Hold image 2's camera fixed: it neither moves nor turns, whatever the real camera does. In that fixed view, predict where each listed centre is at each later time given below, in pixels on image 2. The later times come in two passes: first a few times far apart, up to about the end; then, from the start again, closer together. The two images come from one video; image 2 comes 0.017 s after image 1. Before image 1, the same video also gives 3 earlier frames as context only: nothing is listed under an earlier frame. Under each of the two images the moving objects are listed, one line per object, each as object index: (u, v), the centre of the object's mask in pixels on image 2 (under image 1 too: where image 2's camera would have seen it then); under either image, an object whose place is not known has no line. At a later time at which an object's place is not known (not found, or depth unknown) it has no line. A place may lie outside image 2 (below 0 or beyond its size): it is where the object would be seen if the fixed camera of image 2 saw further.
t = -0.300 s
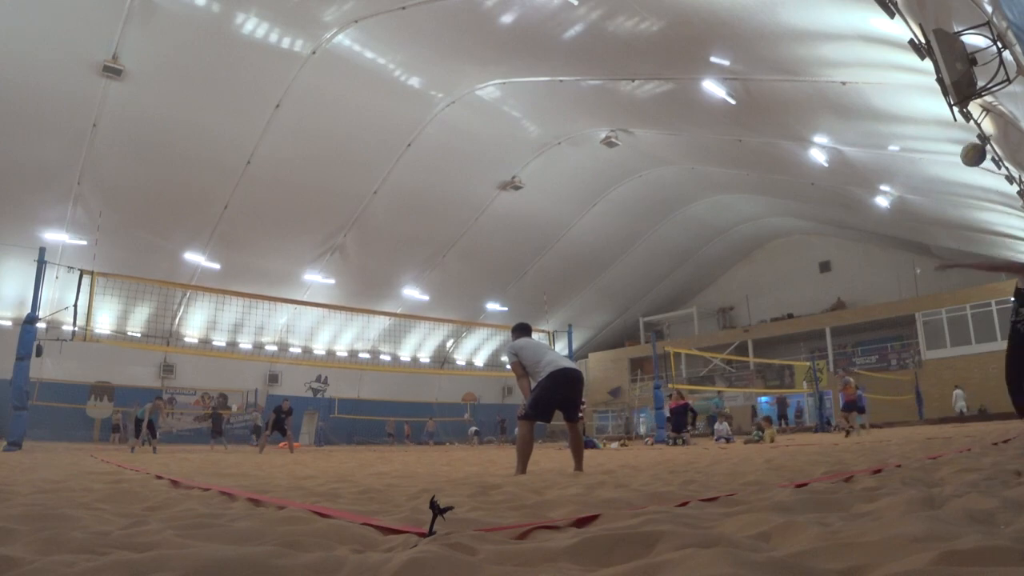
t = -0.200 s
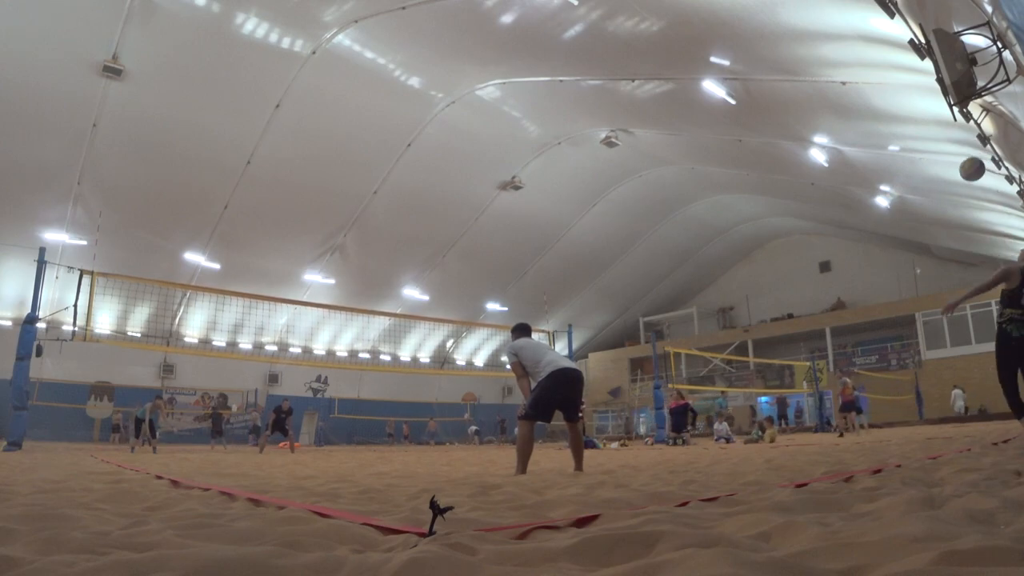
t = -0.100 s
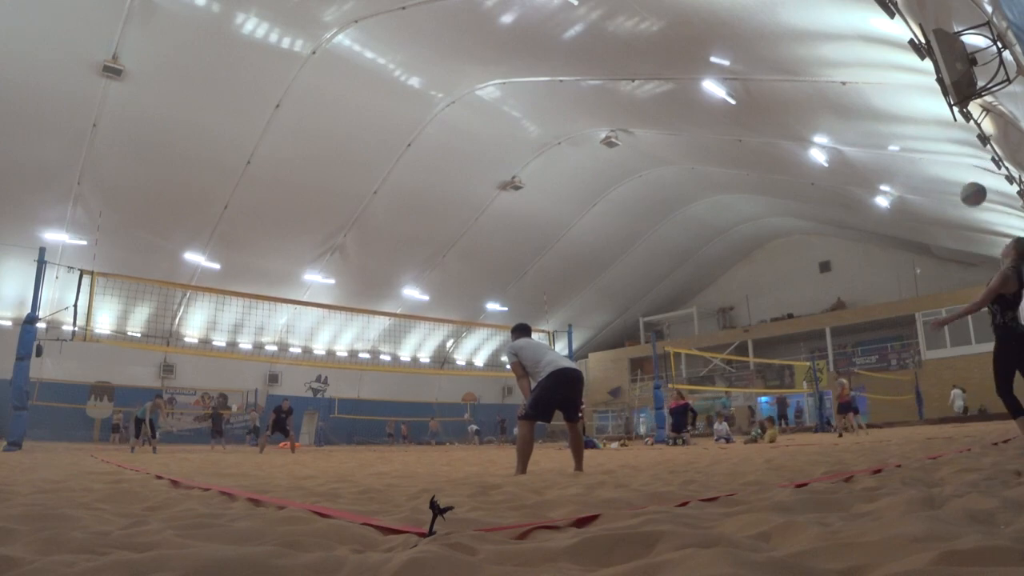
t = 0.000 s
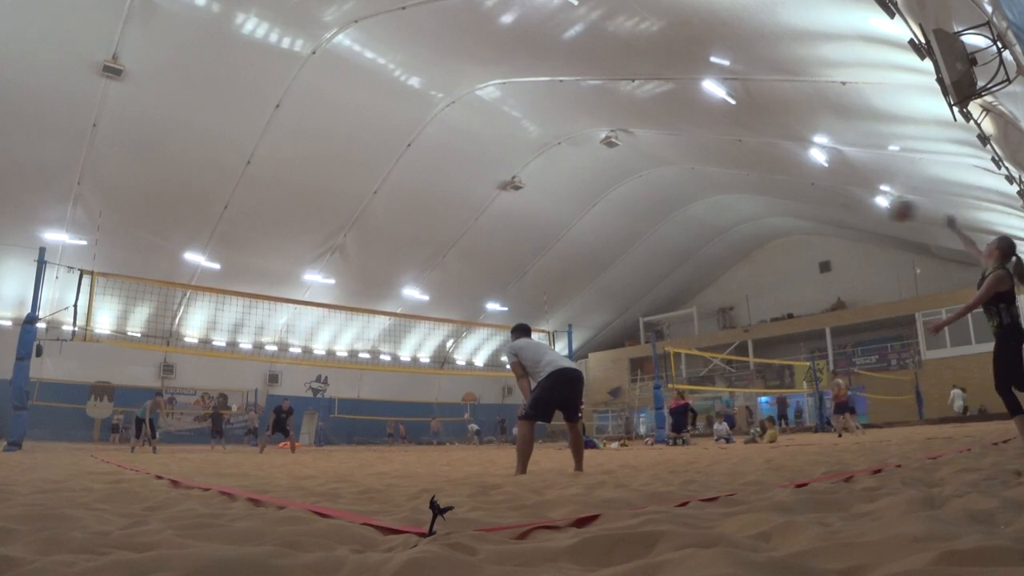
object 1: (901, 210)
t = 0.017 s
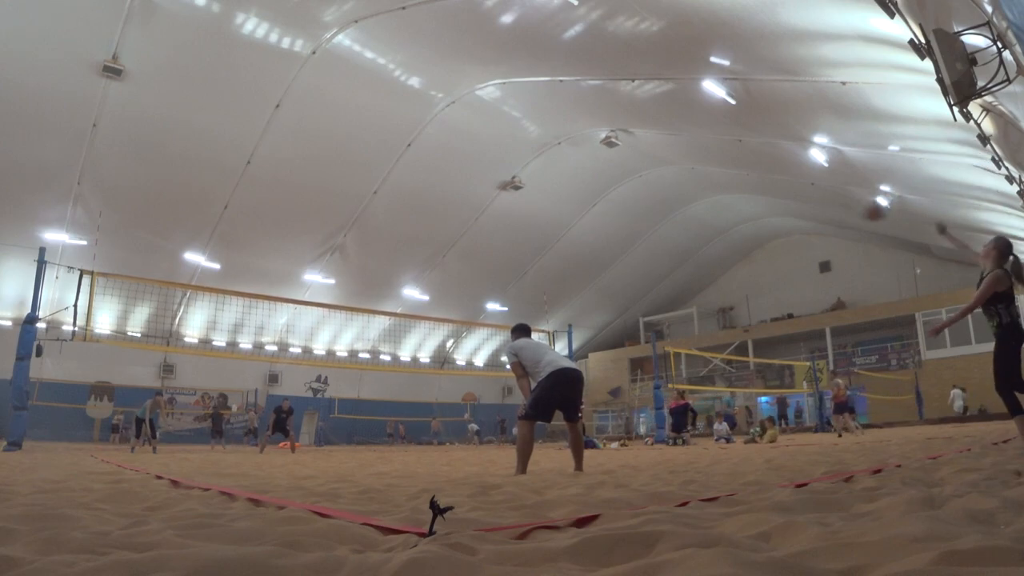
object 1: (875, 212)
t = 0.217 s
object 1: (625, 220)
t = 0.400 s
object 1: (491, 252)
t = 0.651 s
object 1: (376, 316)
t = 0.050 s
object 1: (823, 210)
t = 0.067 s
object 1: (799, 210)
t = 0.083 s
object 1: (776, 210)
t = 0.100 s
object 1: (754, 211)
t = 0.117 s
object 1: (733, 211)
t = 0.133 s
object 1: (713, 212)
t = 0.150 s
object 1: (694, 213)
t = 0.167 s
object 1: (676, 214)
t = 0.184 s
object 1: (659, 215)
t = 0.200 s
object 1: (642, 218)
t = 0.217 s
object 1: (625, 220)
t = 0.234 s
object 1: (611, 222)
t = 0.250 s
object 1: (596, 225)
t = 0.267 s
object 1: (582, 227)
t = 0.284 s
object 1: (569, 231)
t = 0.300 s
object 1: (557, 233)
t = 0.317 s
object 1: (545, 236)
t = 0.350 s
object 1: (522, 242)
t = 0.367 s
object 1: (512, 245)
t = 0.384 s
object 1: (501, 249)
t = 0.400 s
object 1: (491, 252)
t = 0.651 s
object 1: (376, 316)
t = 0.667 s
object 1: (370, 319)
